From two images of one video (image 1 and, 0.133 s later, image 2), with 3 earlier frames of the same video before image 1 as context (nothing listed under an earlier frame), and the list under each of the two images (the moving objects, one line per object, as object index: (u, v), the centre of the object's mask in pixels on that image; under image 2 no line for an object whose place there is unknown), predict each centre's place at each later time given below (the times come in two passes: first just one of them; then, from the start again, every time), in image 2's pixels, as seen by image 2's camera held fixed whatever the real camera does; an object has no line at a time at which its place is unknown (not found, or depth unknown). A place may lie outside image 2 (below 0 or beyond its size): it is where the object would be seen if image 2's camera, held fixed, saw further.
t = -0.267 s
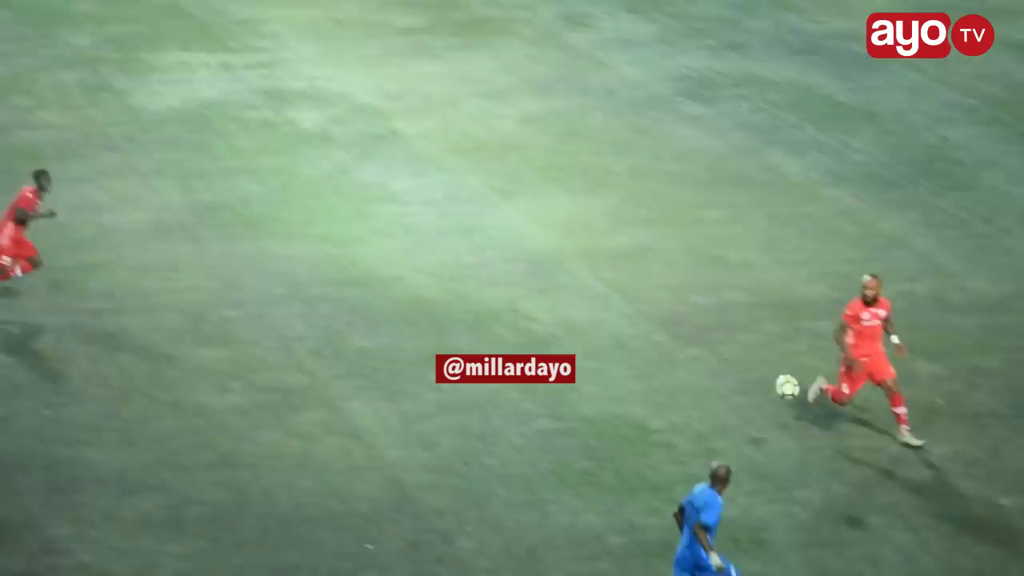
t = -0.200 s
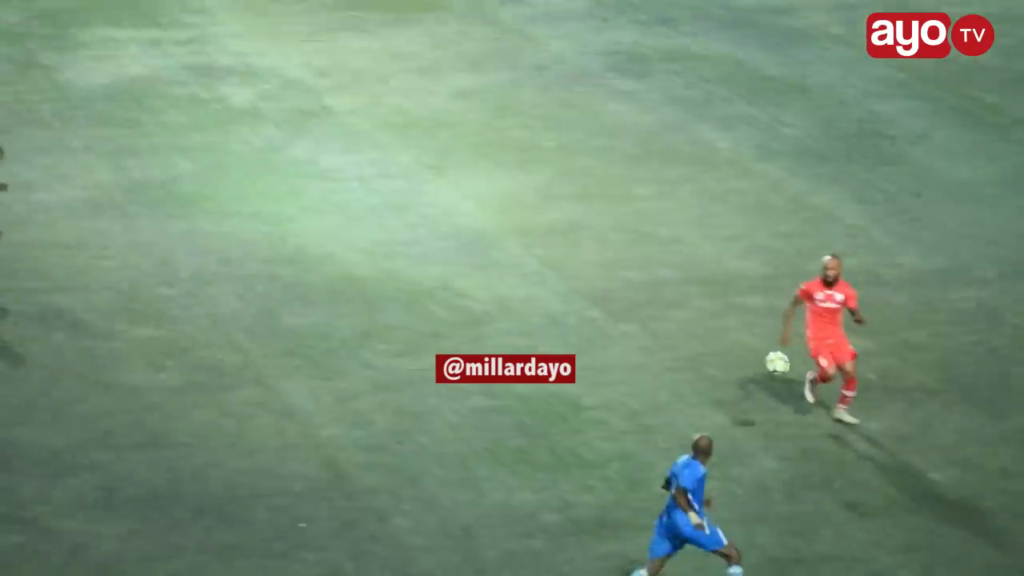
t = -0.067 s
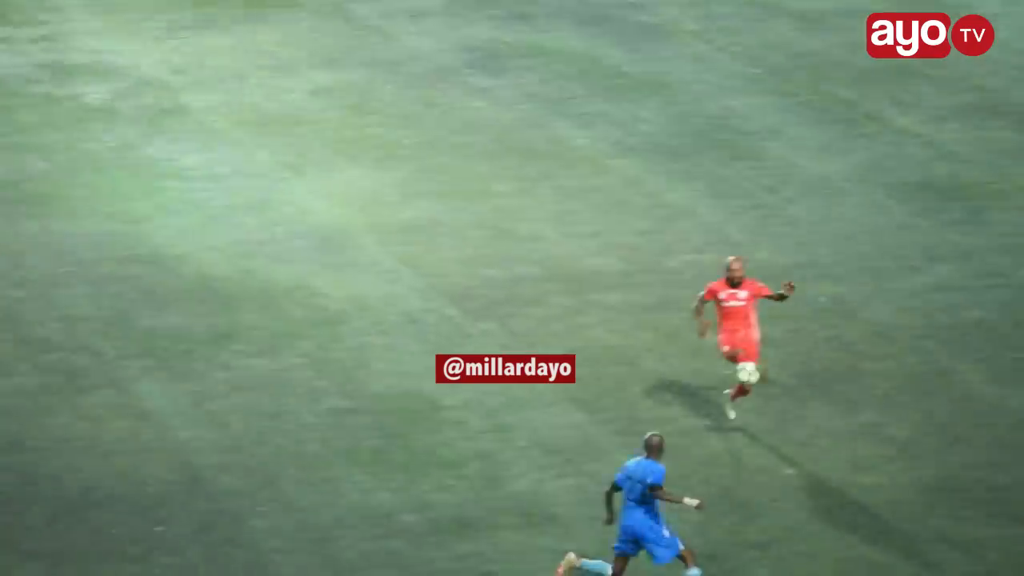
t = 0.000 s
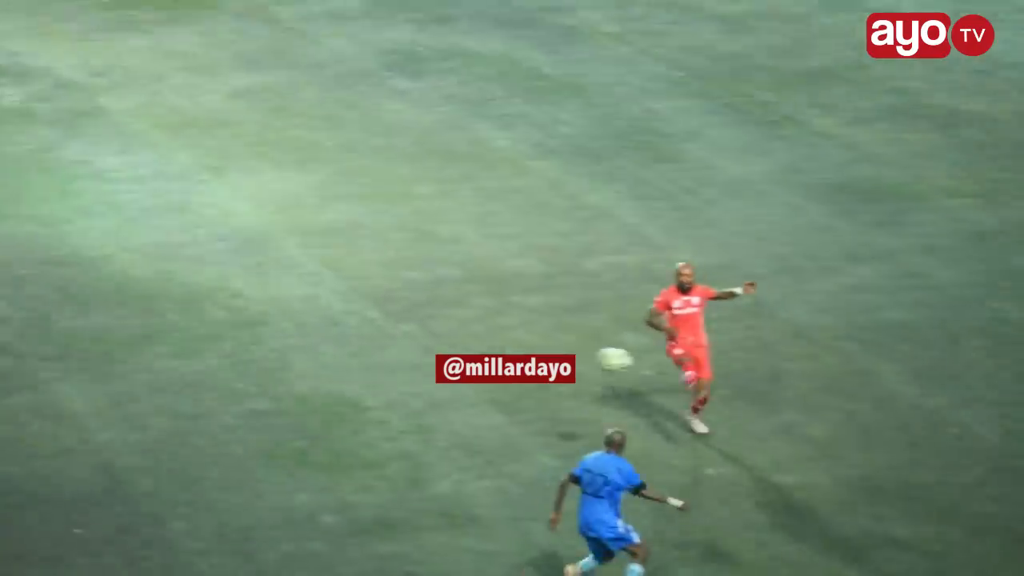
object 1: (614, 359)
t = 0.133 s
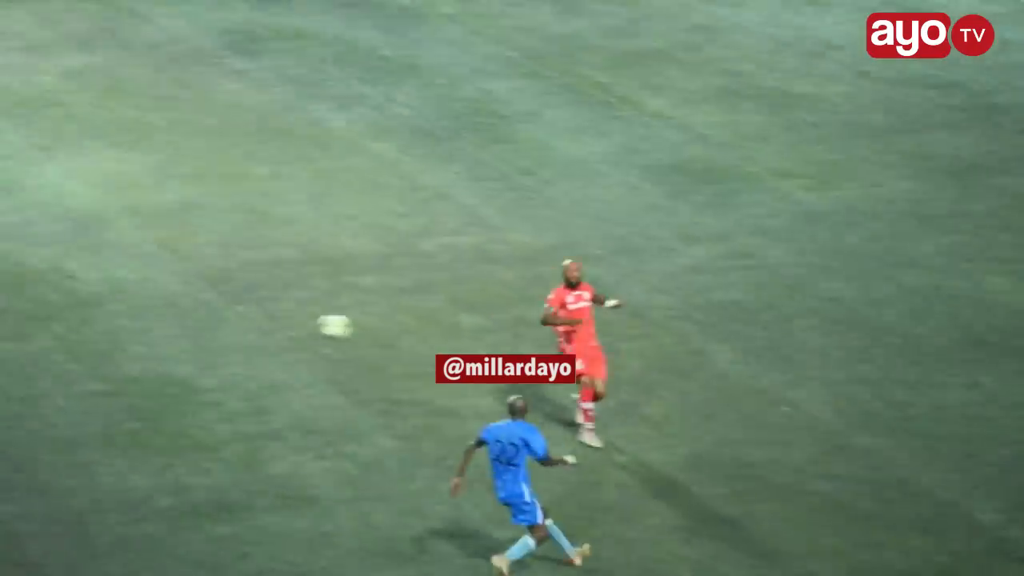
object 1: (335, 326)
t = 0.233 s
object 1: (243, 332)
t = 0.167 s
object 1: (304, 326)
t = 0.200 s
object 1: (273, 327)
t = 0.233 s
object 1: (243, 332)
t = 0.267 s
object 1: (211, 336)
